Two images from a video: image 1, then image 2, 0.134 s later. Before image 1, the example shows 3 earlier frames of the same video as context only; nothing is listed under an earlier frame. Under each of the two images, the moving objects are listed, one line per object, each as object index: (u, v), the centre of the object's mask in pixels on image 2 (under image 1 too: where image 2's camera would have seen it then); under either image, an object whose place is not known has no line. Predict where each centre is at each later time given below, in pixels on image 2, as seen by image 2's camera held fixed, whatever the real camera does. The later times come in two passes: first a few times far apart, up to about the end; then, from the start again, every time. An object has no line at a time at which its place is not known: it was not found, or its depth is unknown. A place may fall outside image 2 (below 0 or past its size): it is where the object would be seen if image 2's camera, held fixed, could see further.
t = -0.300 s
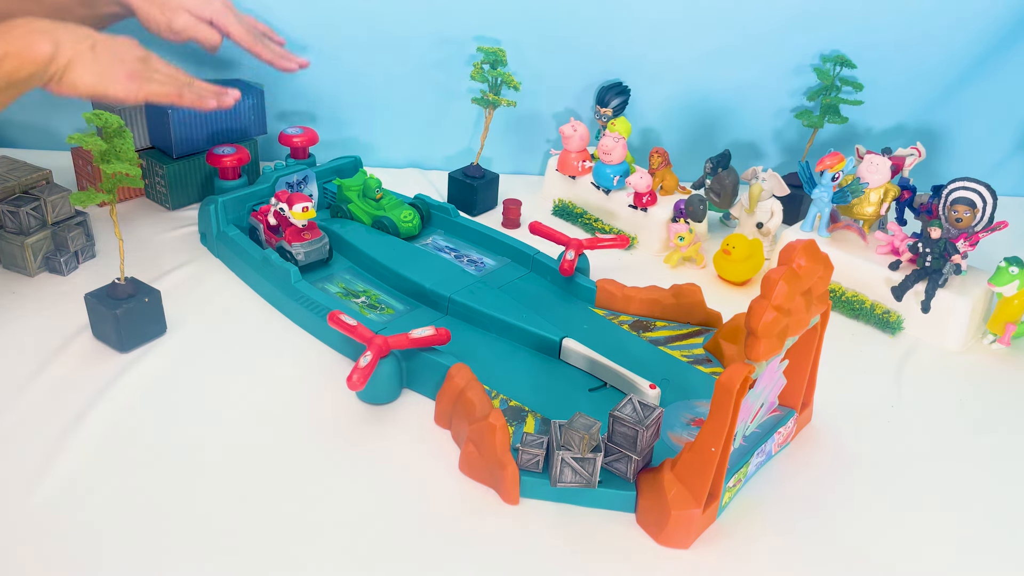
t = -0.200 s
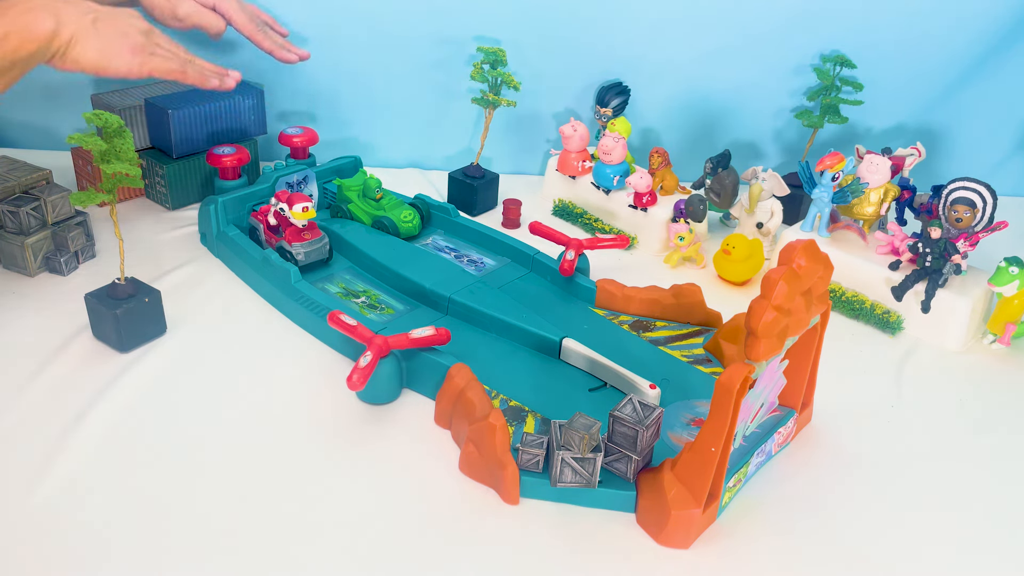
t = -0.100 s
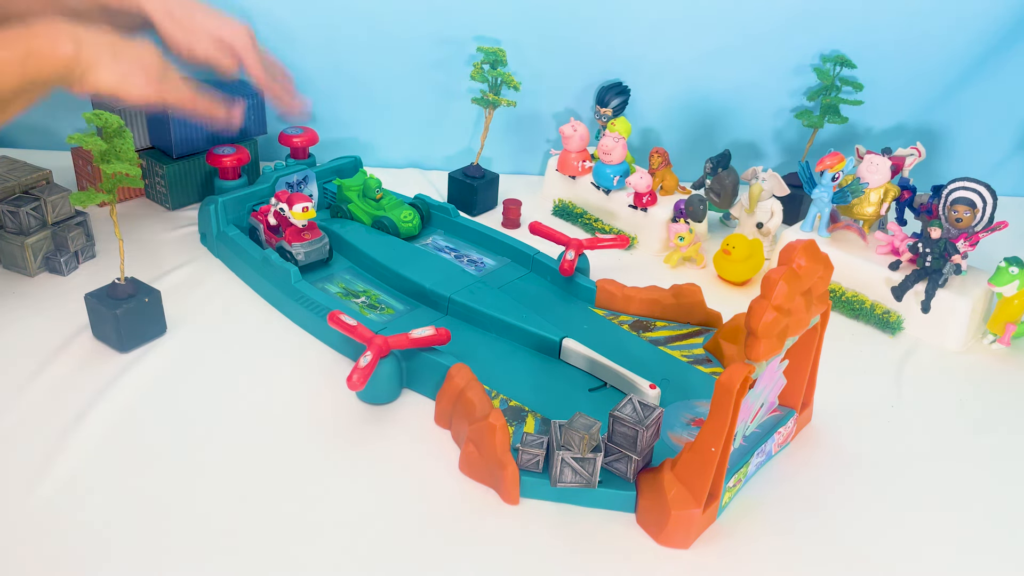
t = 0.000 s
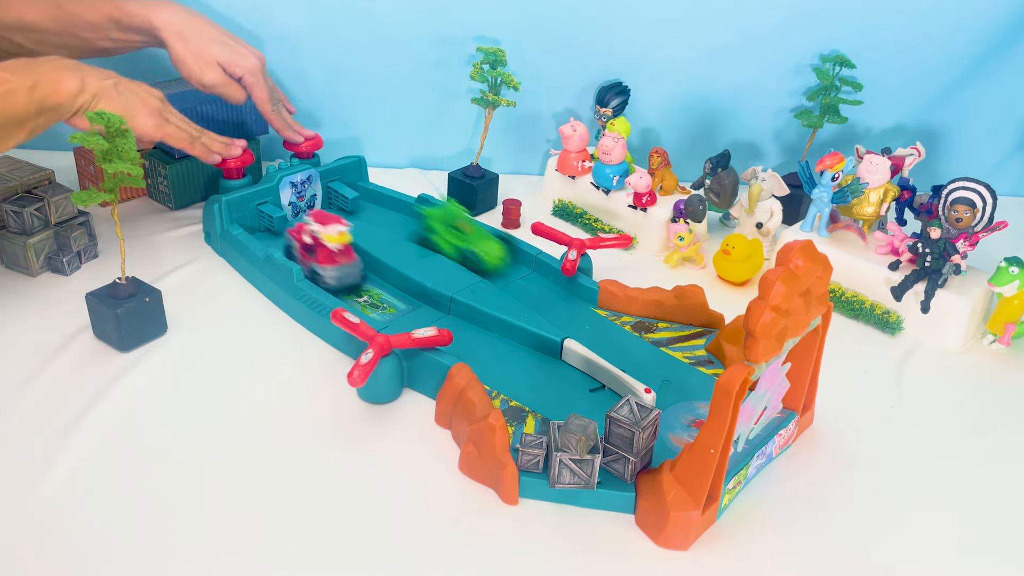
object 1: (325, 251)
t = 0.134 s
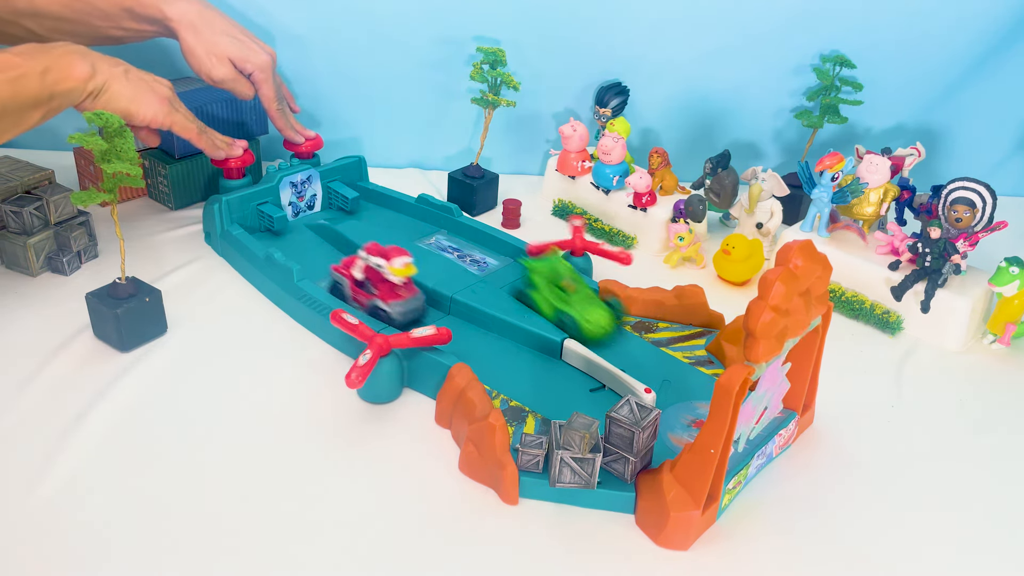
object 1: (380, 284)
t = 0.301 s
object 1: (444, 312)
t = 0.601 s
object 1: (530, 362)
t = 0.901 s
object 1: (580, 381)
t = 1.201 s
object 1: (572, 378)
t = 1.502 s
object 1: (574, 379)
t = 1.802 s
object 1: (574, 379)
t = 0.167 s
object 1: (393, 289)
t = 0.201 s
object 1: (405, 294)
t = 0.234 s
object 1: (418, 298)
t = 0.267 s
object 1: (431, 305)
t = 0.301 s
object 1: (444, 312)
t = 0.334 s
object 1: (456, 317)
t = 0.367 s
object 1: (467, 324)
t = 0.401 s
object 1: (478, 330)
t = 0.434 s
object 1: (488, 337)
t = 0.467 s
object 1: (497, 342)
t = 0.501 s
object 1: (506, 347)
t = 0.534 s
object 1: (514, 352)
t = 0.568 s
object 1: (522, 357)
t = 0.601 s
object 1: (530, 362)
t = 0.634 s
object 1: (538, 367)
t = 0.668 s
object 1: (545, 370)
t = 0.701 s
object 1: (553, 373)
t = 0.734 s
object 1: (560, 375)
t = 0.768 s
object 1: (566, 378)
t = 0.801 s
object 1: (572, 380)
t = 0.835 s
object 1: (577, 381)
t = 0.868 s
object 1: (580, 382)
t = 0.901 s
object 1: (580, 381)
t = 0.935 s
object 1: (578, 381)
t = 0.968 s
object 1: (575, 380)
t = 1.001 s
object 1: (574, 379)
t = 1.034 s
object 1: (572, 378)
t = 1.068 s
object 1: (571, 378)
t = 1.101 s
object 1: (571, 378)
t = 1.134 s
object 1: (571, 378)
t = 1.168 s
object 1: (571, 379)
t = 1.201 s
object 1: (572, 378)
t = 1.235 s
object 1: (573, 379)
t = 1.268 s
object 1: (574, 379)
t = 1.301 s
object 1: (574, 379)
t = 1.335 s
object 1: (574, 379)
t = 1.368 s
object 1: (574, 379)
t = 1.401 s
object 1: (574, 379)
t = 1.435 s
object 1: (574, 379)
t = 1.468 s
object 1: (574, 379)
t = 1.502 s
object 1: (574, 379)
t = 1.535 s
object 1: (574, 379)
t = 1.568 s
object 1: (574, 379)
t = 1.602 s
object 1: (574, 379)
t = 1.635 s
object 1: (574, 379)
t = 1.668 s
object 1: (574, 379)
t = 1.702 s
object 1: (574, 379)
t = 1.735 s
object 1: (574, 379)
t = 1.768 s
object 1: (574, 379)
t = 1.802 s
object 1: (574, 379)
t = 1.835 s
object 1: (574, 379)
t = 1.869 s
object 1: (574, 379)
